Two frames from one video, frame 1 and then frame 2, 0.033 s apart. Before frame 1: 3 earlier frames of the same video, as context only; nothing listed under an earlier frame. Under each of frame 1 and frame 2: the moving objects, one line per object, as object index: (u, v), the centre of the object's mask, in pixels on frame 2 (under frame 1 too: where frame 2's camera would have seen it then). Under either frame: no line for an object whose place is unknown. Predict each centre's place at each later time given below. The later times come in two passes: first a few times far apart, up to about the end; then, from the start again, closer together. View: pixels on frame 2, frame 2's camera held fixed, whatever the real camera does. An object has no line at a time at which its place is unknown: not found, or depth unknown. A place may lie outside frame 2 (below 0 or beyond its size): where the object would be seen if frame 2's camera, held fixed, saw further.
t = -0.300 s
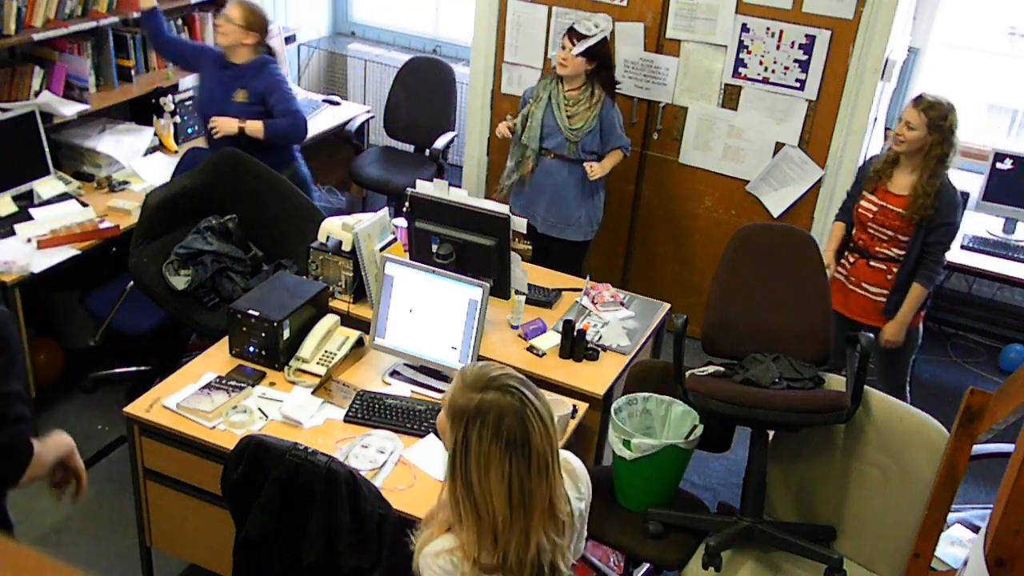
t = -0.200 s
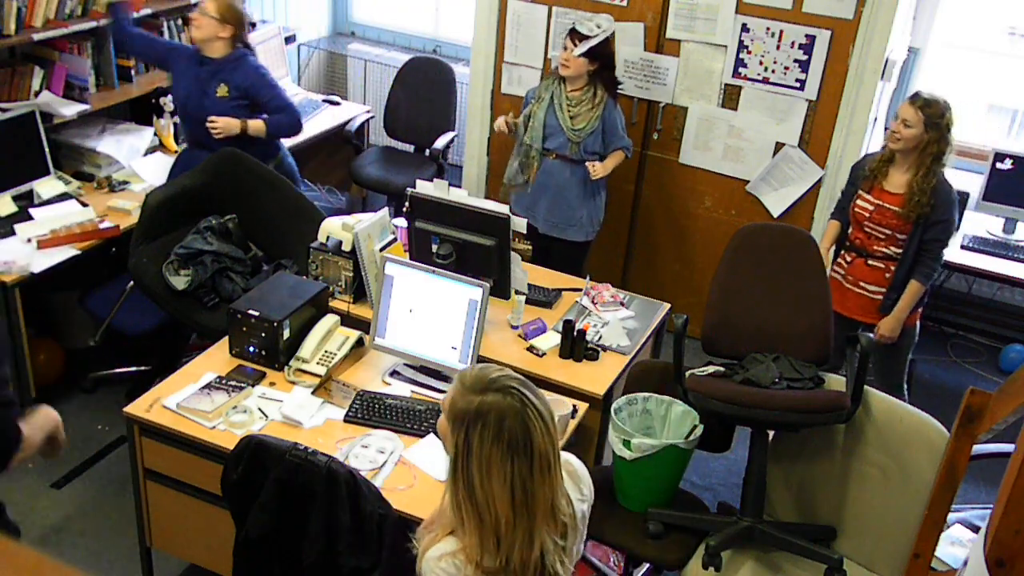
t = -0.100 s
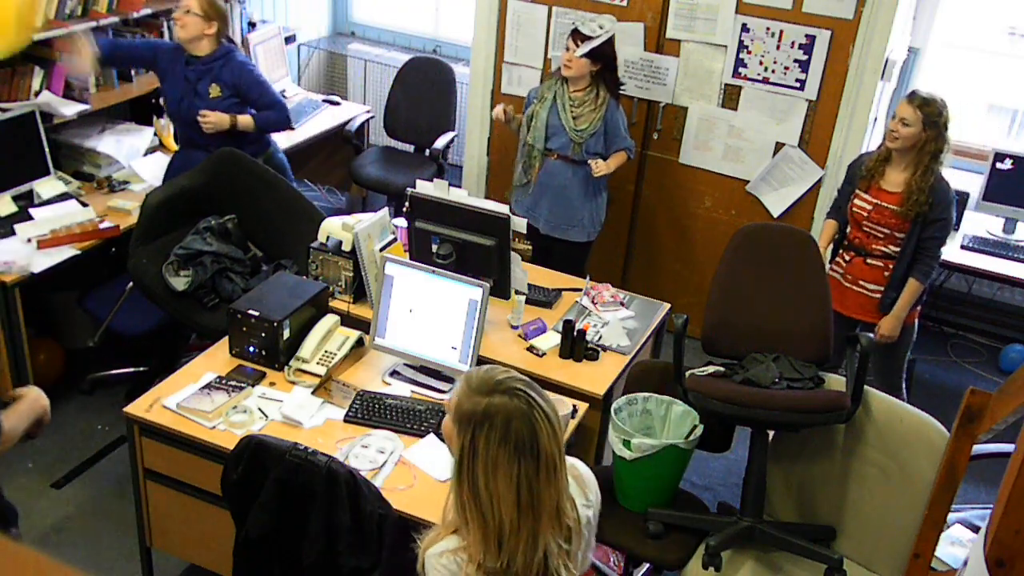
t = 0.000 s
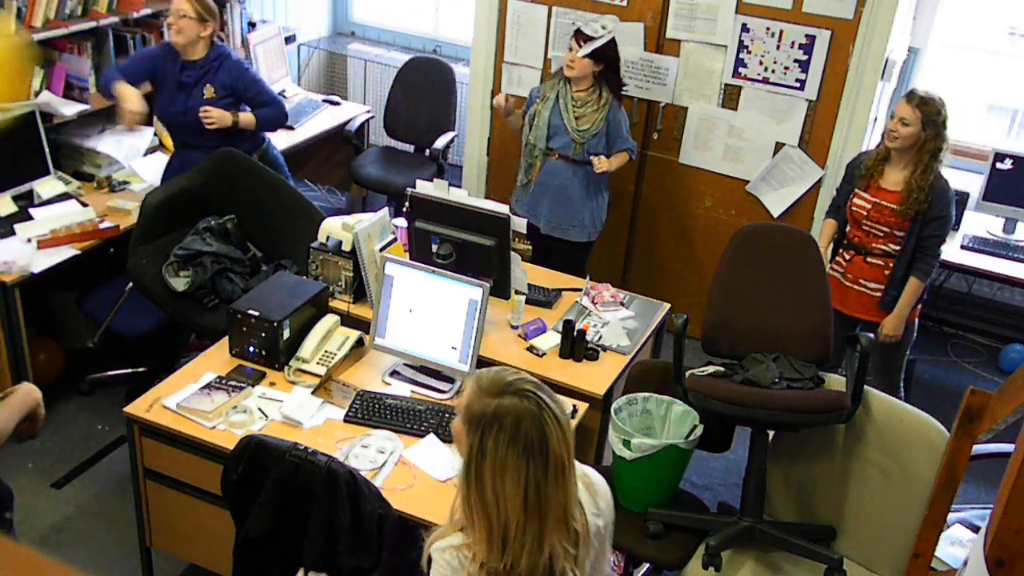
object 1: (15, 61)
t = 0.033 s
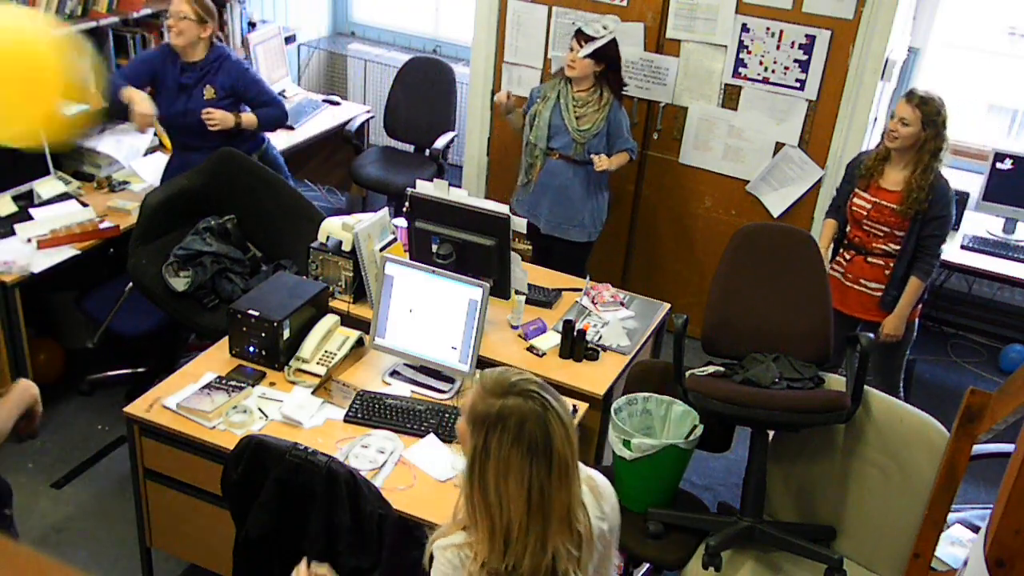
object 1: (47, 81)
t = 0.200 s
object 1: (307, 135)
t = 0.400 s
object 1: (574, 199)
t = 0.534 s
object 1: (711, 244)
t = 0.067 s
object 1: (73, 83)
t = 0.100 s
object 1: (136, 98)
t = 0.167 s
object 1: (254, 124)
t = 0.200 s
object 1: (307, 135)
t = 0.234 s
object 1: (357, 145)
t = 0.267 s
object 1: (410, 158)
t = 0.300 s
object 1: (453, 167)
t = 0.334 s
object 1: (496, 178)
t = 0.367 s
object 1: (538, 190)
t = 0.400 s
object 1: (574, 199)
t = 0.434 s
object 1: (611, 210)
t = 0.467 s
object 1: (645, 221)
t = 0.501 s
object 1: (679, 233)
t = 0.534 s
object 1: (711, 244)
